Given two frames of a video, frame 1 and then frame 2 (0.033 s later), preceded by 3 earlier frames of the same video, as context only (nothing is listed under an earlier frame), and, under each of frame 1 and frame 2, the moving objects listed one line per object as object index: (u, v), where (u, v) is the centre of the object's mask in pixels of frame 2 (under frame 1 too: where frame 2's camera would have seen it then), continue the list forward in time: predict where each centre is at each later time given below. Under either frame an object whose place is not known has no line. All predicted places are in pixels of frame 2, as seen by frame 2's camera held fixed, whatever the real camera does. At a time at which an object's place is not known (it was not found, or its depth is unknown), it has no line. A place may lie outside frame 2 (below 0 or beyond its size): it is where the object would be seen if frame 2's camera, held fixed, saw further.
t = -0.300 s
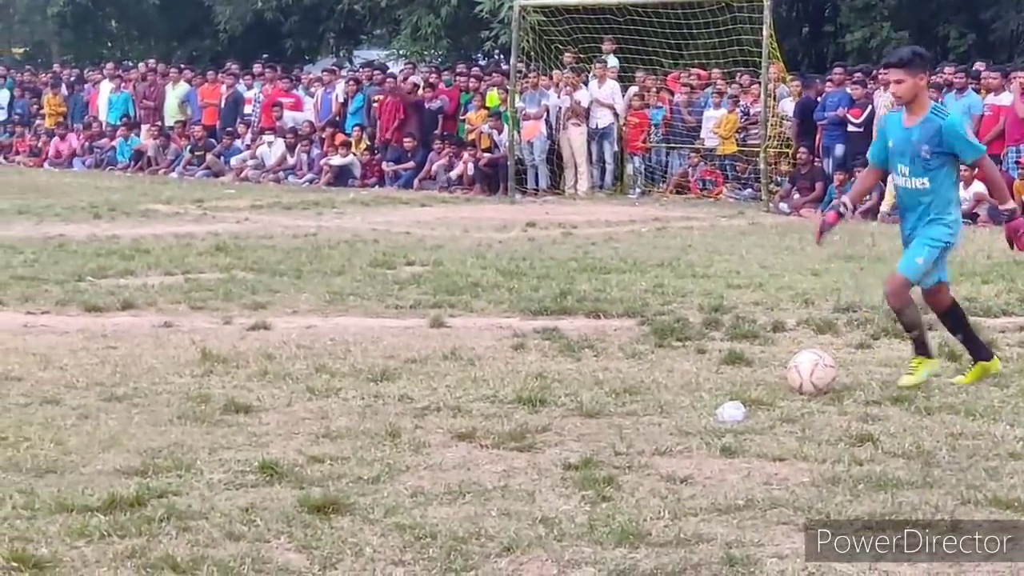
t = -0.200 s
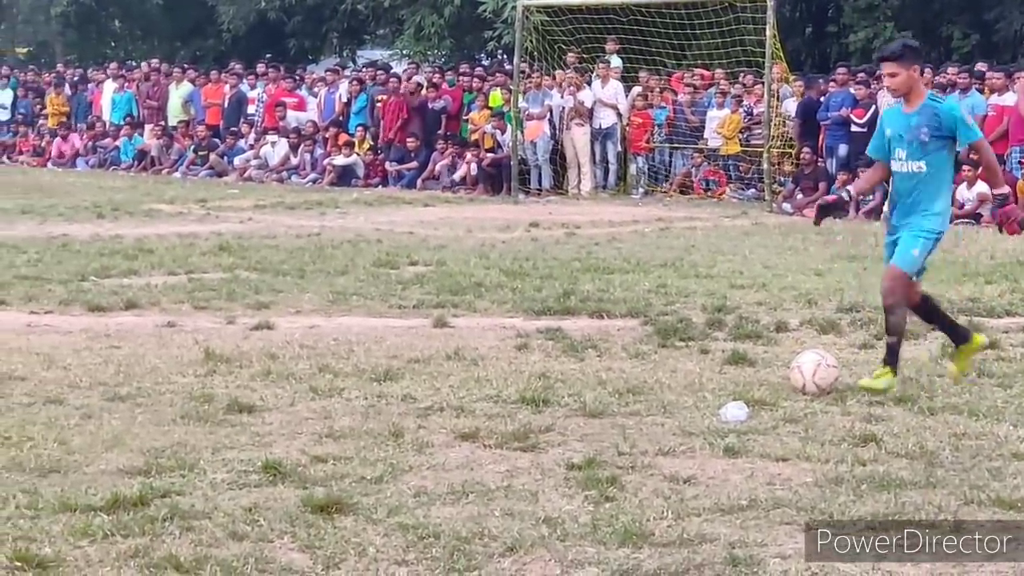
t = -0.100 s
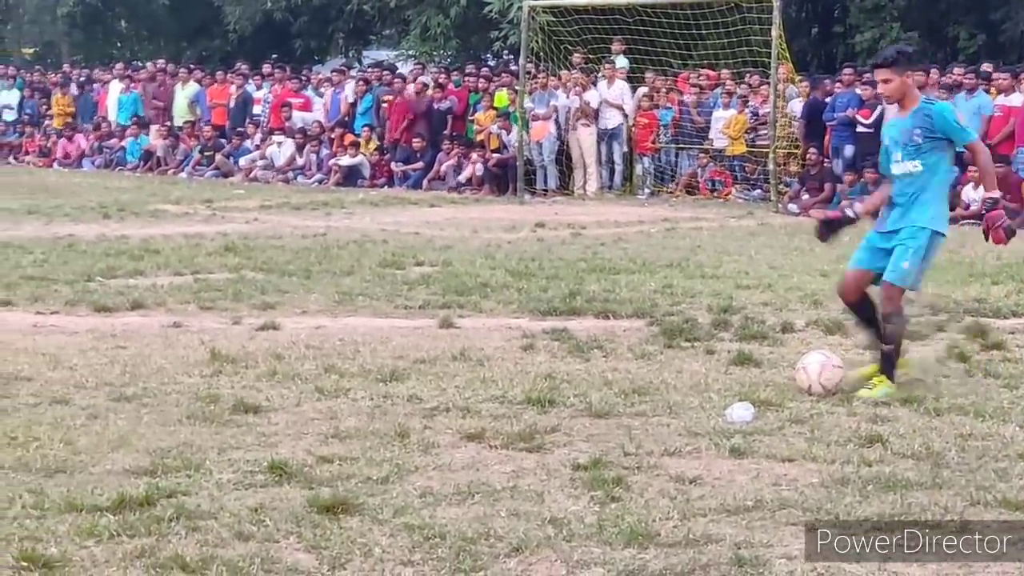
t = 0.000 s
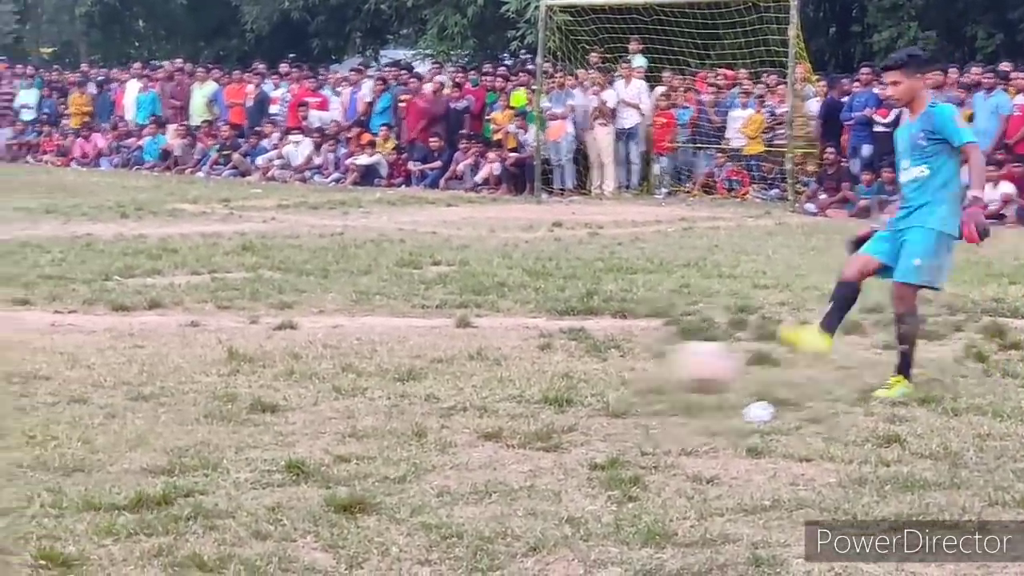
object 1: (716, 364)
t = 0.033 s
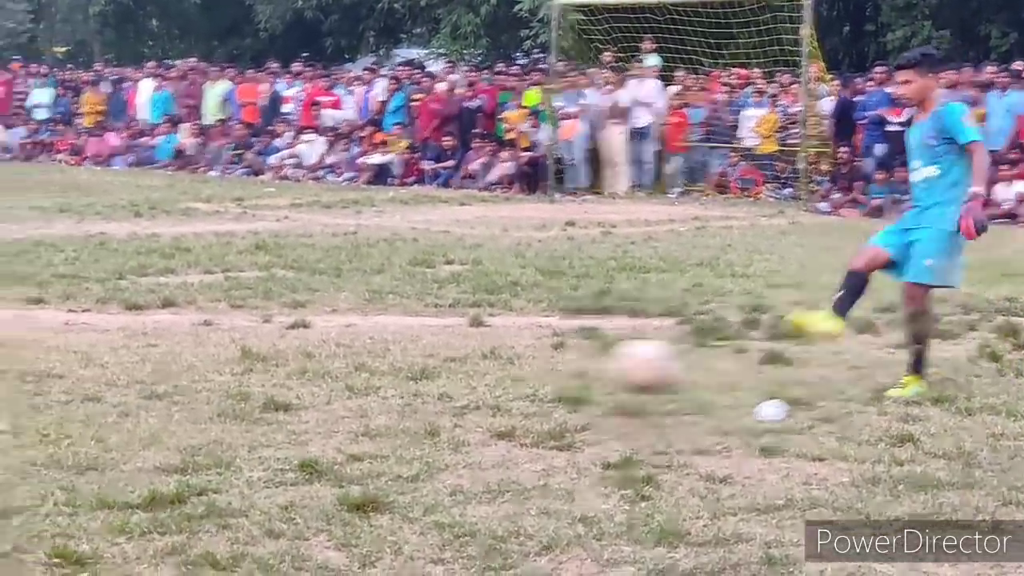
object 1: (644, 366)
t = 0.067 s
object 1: (567, 368)
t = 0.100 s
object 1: (482, 373)
